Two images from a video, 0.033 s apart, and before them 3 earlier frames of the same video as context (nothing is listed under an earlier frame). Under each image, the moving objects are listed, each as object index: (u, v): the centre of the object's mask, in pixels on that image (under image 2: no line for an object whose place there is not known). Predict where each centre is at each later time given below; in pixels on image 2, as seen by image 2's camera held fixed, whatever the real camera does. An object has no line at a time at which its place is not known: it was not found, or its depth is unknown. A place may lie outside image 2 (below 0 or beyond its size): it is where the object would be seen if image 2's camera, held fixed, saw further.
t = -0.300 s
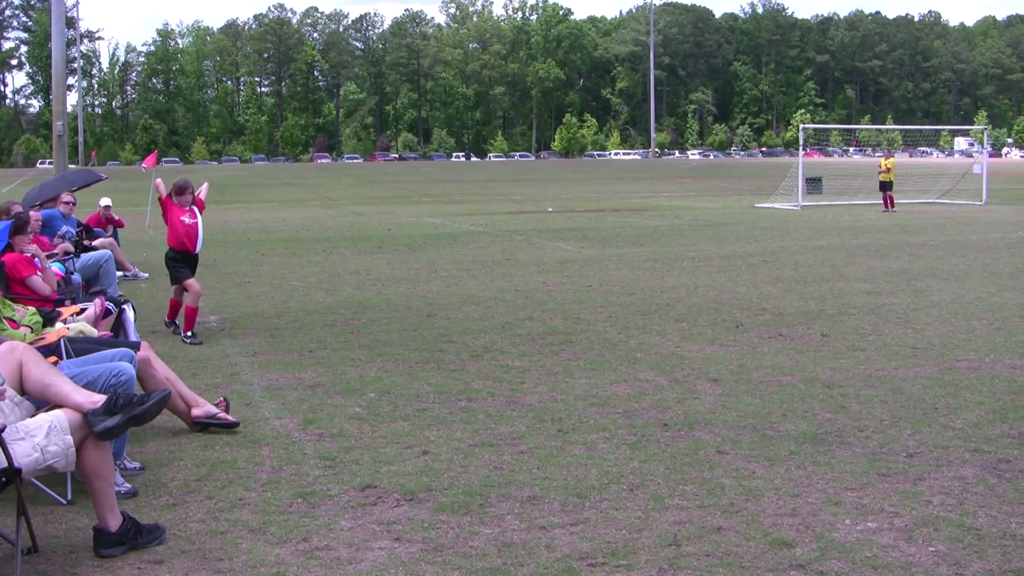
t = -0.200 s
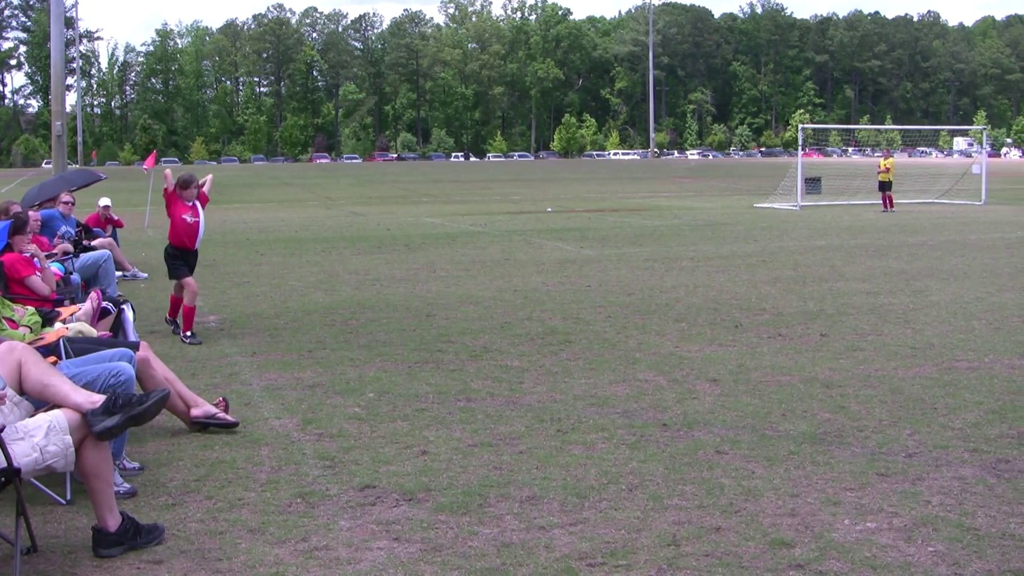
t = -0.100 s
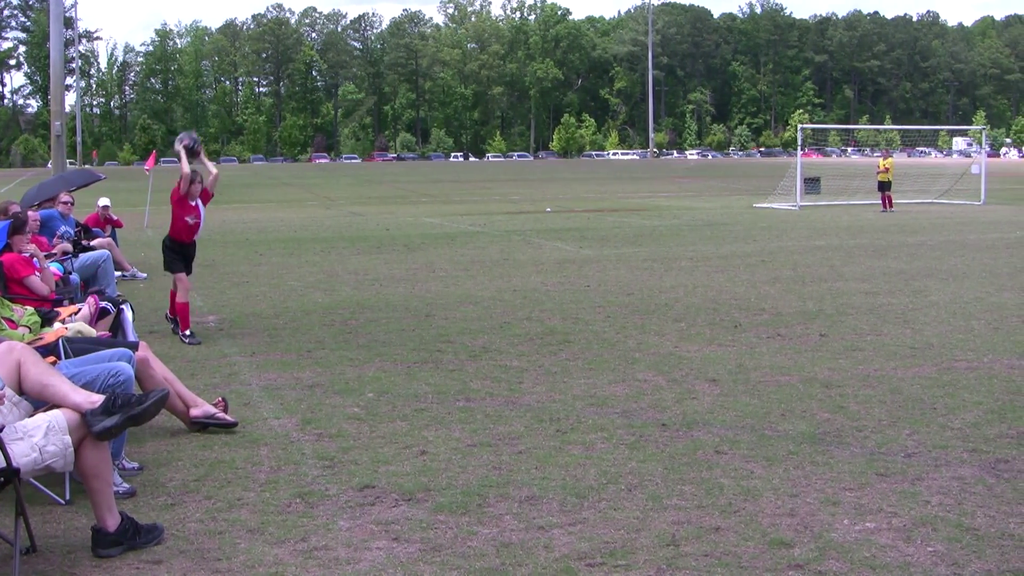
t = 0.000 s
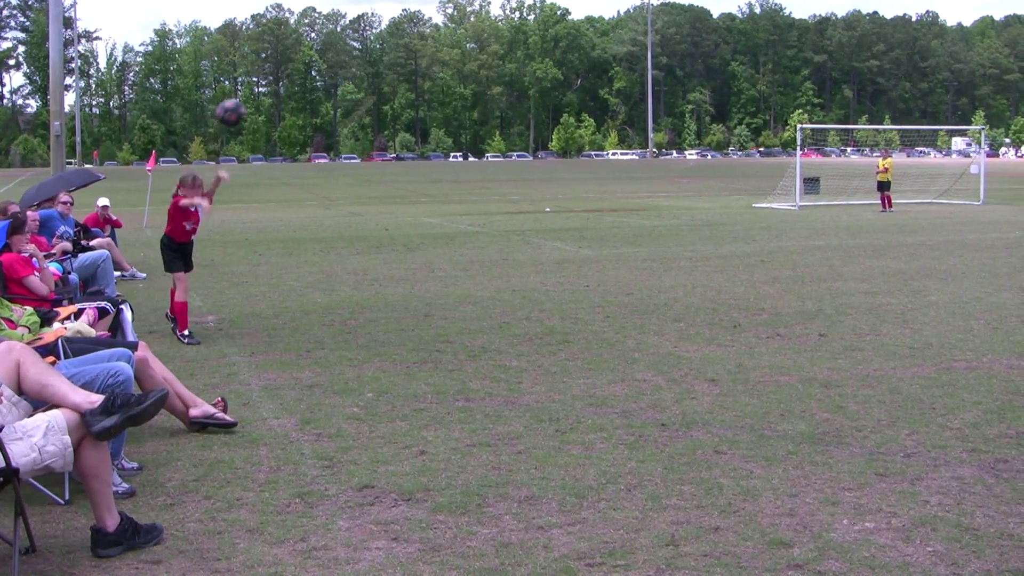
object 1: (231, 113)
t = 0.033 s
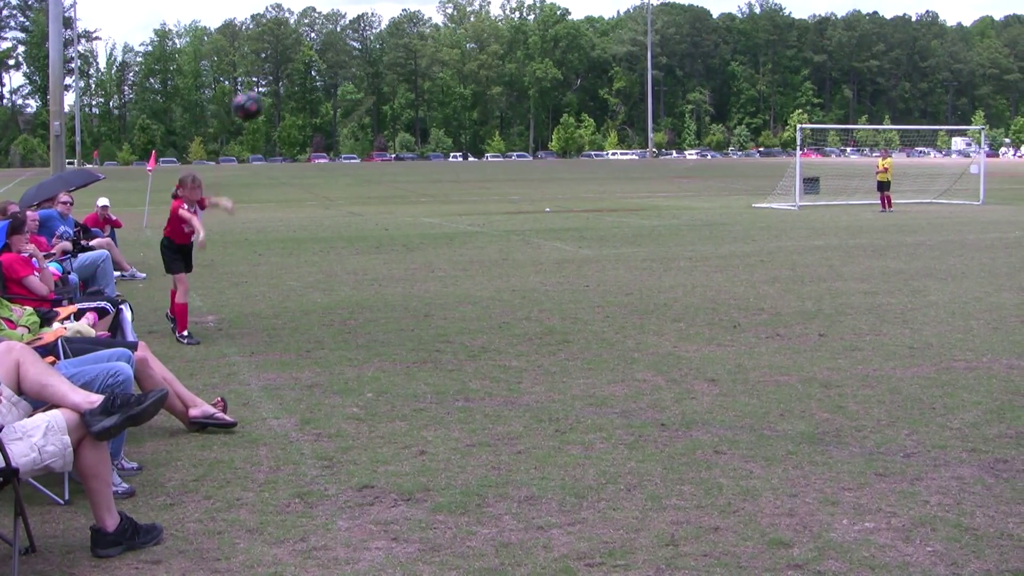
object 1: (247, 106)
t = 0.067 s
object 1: (266, 99)
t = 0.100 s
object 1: (284, 95)
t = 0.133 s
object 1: (303, 92)
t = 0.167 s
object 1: (324, 89)
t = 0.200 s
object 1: (343, 86)
